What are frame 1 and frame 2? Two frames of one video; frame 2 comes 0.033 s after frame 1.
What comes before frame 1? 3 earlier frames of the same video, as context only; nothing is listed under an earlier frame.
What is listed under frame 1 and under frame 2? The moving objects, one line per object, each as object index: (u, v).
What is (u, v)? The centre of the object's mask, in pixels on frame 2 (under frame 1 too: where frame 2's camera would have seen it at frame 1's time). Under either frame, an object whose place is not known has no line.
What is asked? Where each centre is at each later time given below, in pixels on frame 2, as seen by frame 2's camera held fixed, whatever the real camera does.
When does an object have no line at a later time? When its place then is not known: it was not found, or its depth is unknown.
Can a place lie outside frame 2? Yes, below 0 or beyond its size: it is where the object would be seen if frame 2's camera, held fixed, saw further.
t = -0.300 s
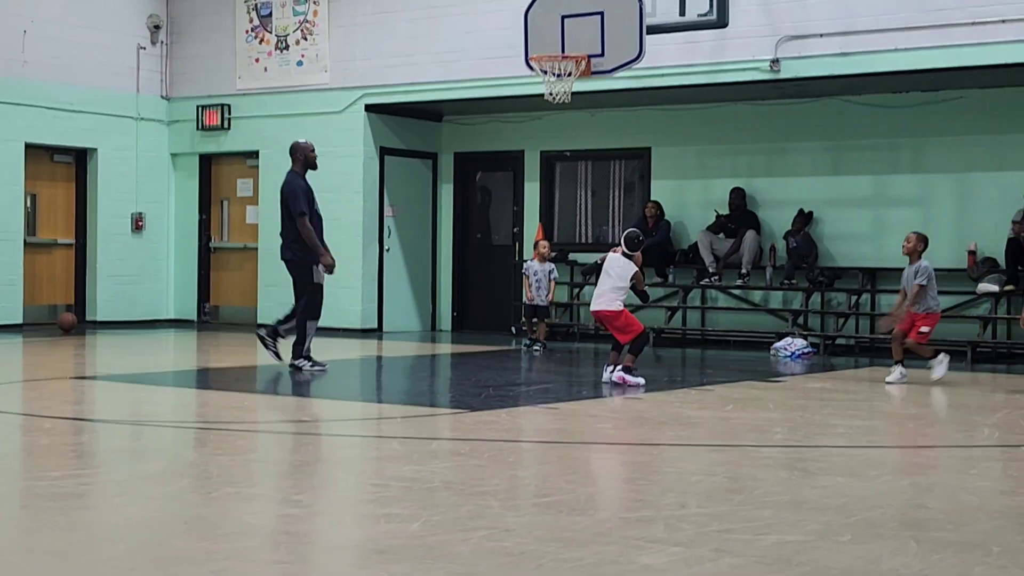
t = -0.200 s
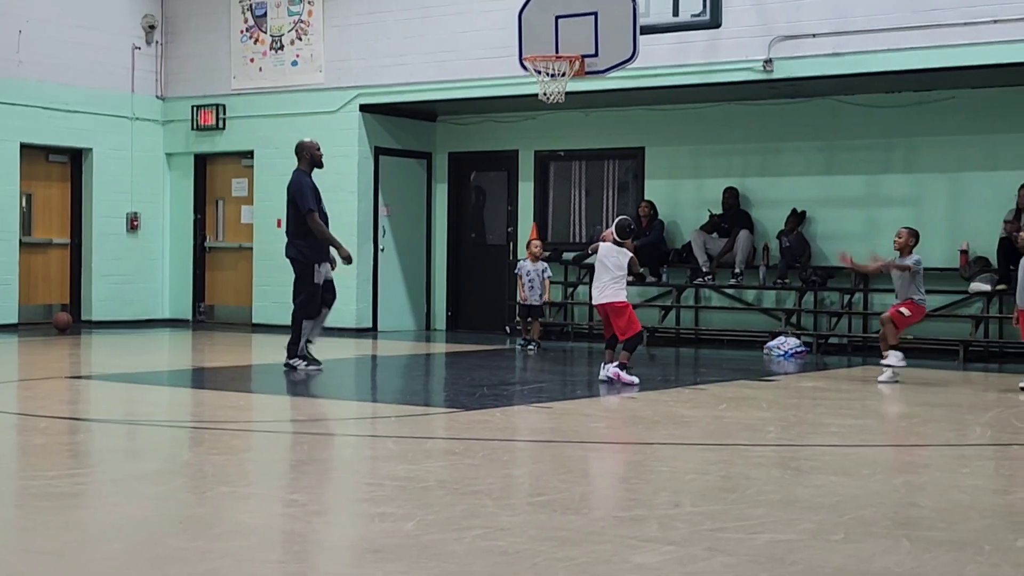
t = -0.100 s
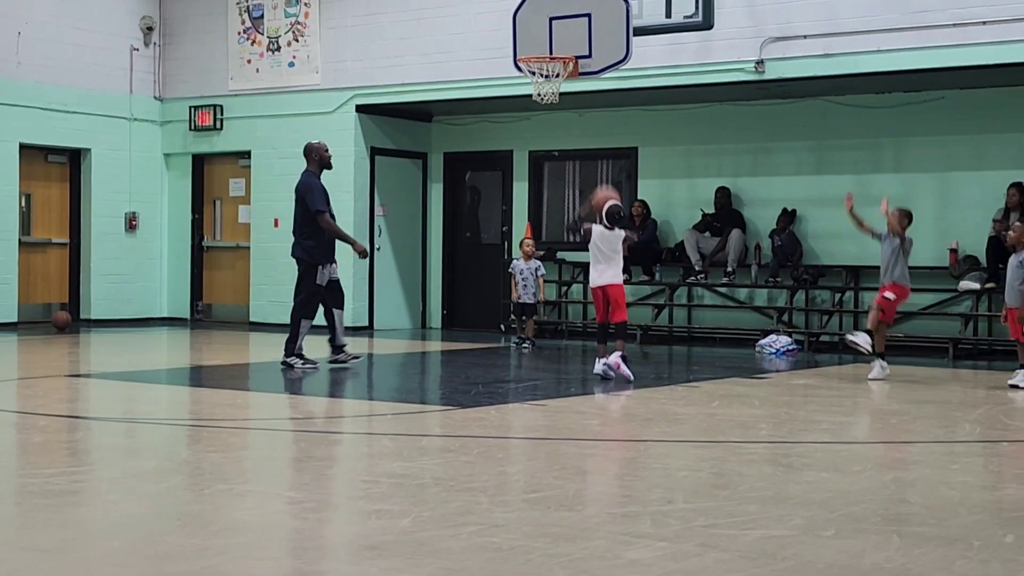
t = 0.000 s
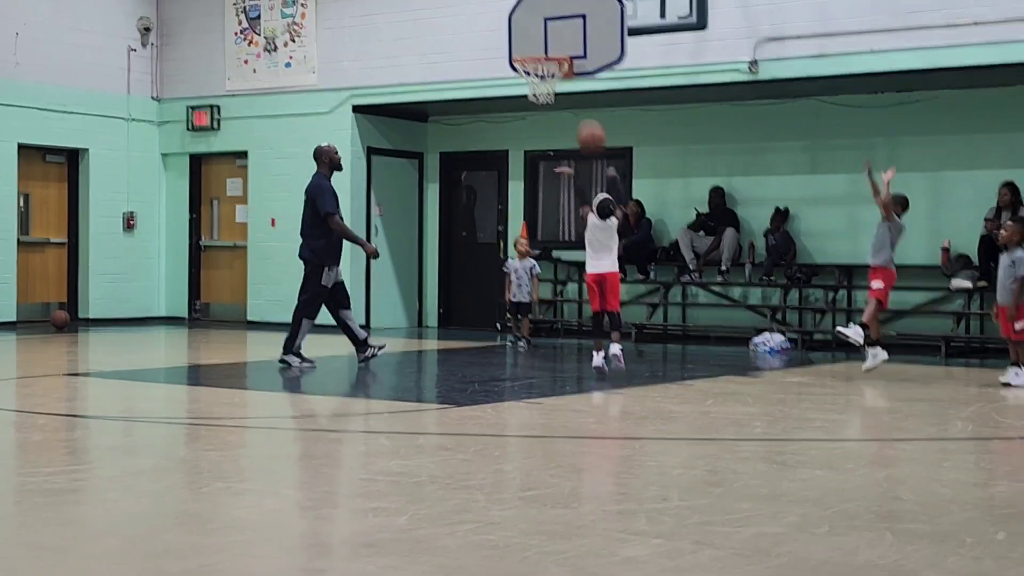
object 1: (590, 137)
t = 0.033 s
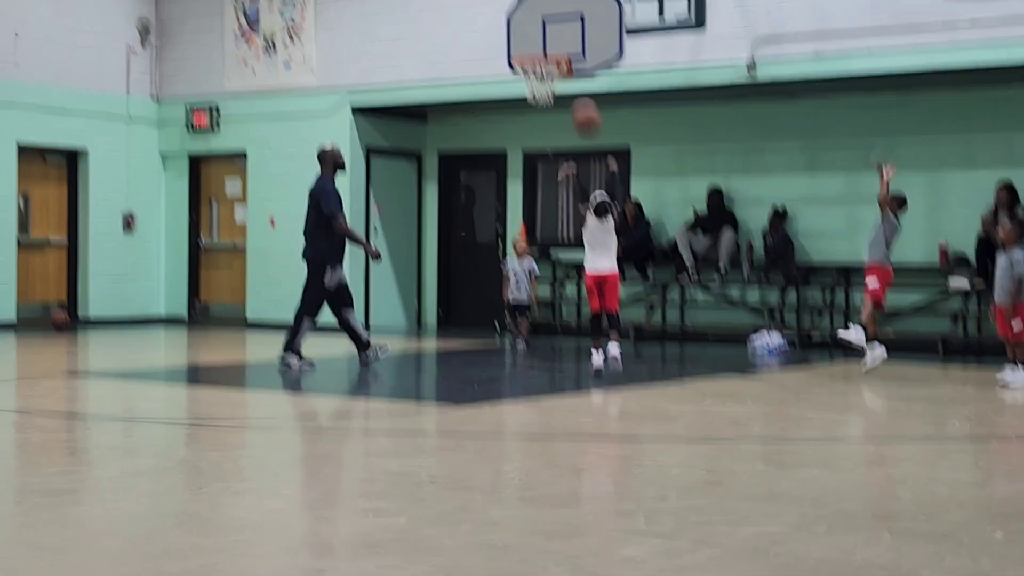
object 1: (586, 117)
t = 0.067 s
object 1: (583, 105)
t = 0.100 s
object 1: (578, 87)
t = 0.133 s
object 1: (573, 73)
